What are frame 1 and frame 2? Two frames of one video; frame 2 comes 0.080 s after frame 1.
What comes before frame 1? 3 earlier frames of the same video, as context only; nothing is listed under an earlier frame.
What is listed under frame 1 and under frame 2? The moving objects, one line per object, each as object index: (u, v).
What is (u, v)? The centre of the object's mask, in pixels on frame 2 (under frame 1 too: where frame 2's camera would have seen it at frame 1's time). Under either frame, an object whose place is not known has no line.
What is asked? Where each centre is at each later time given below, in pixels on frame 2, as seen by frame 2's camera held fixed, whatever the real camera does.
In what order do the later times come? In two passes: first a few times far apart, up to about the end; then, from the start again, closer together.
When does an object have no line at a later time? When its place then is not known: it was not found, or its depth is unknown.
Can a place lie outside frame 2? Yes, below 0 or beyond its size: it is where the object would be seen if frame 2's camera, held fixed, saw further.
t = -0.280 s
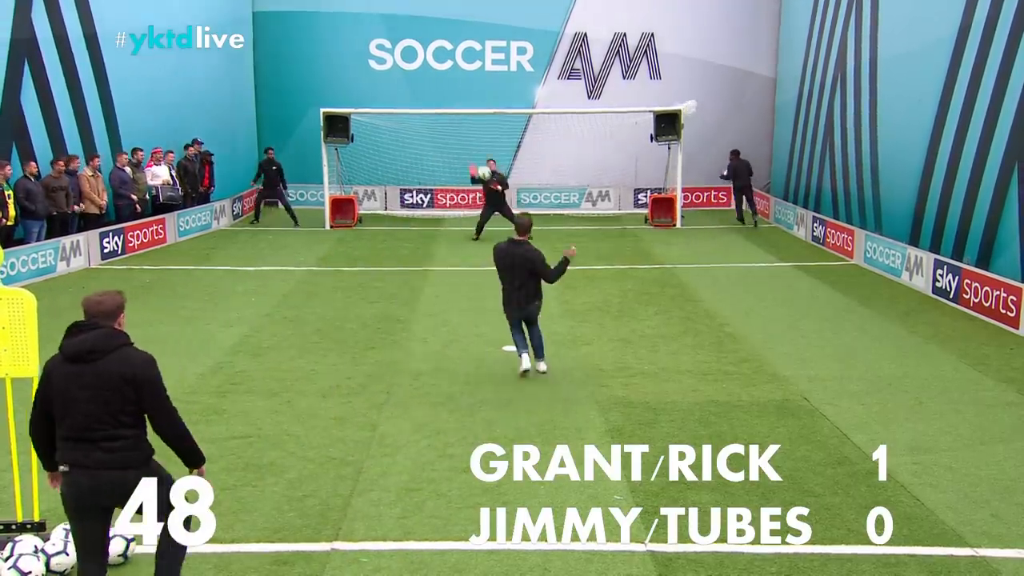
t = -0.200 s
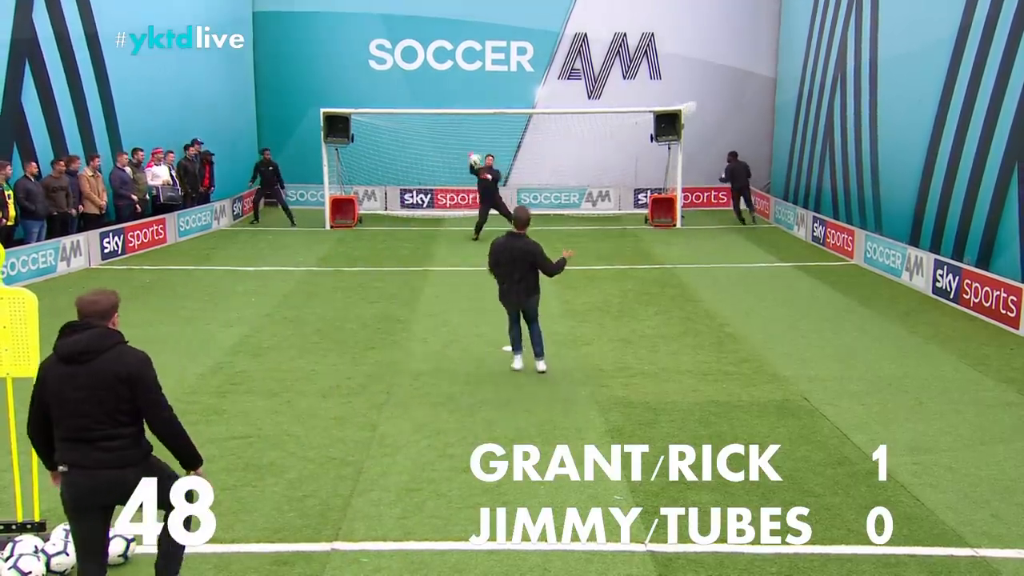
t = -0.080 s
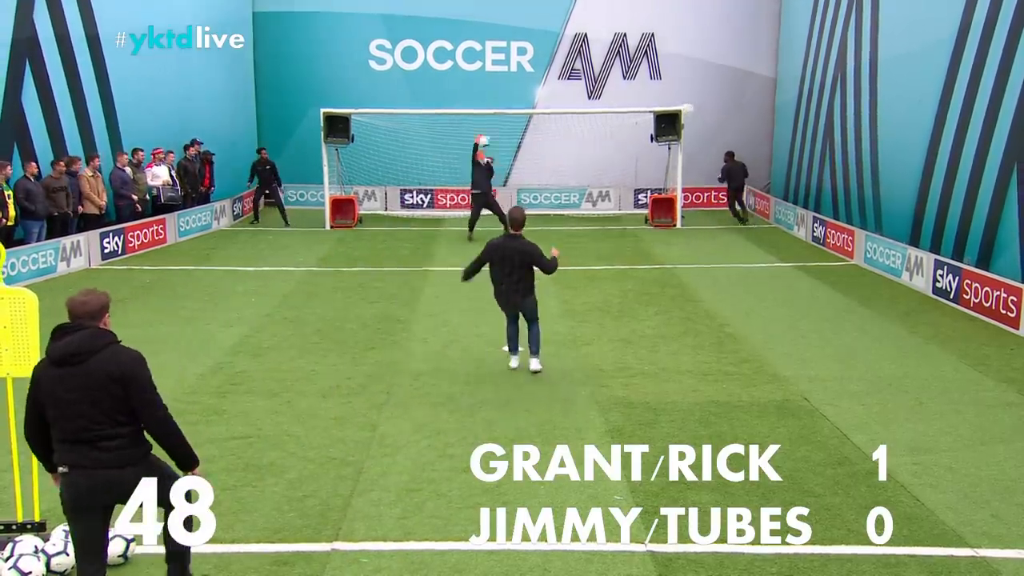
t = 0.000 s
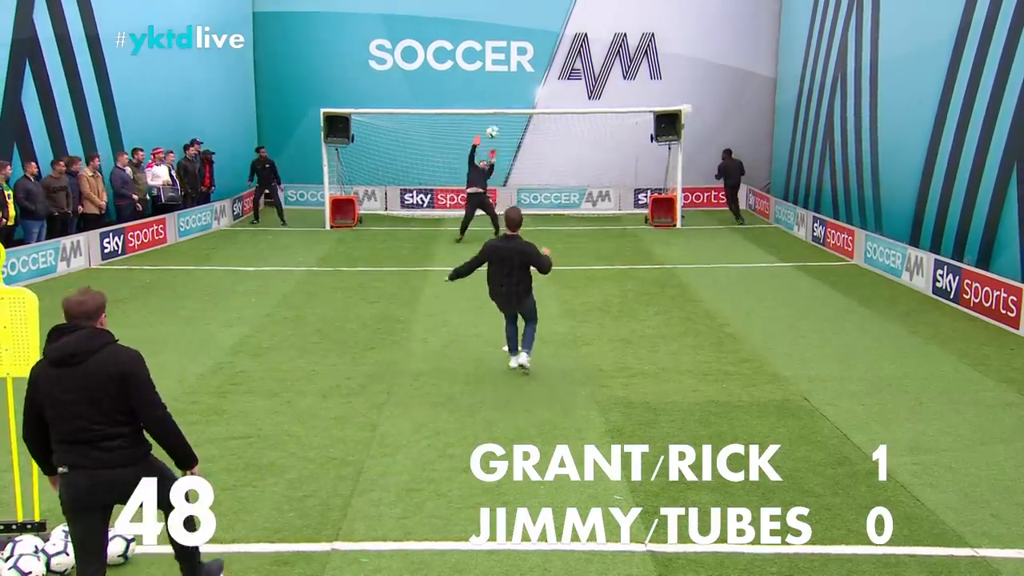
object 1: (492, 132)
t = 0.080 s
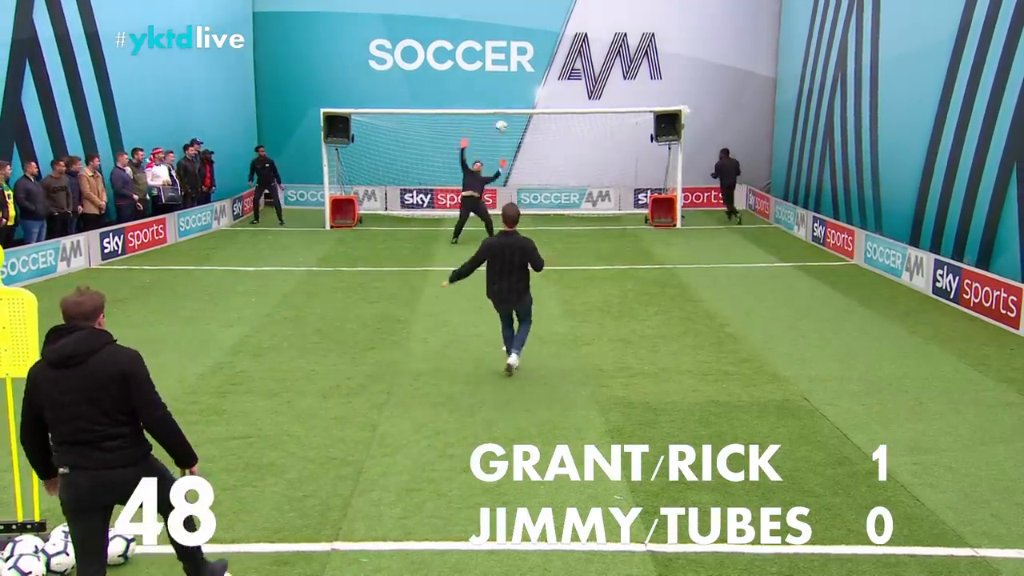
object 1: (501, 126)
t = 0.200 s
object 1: (514, 125)
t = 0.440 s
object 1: (545, 155)
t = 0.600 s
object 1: (569, 200)
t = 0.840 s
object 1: (605, 325)
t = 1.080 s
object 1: (633, 269)
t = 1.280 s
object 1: (657, 255)
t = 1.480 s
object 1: (685, 282)
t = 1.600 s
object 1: (702, 322)
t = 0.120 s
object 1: (505, 125)
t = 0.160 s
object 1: (509, 125)
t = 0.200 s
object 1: (514, 125)
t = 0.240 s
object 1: (519, 127)
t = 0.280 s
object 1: (524, 130)
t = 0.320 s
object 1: (530, 135)
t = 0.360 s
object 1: (534, 141)
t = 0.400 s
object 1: (540, 147)
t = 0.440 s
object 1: (545, 155)
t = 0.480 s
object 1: (551, 164)
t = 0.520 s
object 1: (556, 176)
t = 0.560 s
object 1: (561, 186)
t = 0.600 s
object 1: (569, 200)
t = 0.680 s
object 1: (580, 237)
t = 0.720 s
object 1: (585, 256)
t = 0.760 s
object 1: (592, 277)
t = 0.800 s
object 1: (599, 300)
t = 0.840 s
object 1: (605, 325)
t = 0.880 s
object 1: (610, 315)
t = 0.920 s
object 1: (614, 304)
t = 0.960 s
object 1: (619, 293)
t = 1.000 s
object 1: (623, 284)
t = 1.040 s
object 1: (628, 276)
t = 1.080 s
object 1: (633, 269)
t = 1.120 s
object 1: (637, 263)
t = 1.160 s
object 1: (642, 259)
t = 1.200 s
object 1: (647, 256)
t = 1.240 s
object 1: (652, 255)
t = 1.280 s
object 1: (657, 255)
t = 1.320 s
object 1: (663, 256)
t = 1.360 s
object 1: (667, 260)
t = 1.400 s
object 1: (673, 264)
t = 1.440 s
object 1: (679, 271)
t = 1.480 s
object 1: (685, 282)
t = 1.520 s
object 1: (690, 293)
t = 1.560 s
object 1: (695, 306)
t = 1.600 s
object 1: (702, 322)
